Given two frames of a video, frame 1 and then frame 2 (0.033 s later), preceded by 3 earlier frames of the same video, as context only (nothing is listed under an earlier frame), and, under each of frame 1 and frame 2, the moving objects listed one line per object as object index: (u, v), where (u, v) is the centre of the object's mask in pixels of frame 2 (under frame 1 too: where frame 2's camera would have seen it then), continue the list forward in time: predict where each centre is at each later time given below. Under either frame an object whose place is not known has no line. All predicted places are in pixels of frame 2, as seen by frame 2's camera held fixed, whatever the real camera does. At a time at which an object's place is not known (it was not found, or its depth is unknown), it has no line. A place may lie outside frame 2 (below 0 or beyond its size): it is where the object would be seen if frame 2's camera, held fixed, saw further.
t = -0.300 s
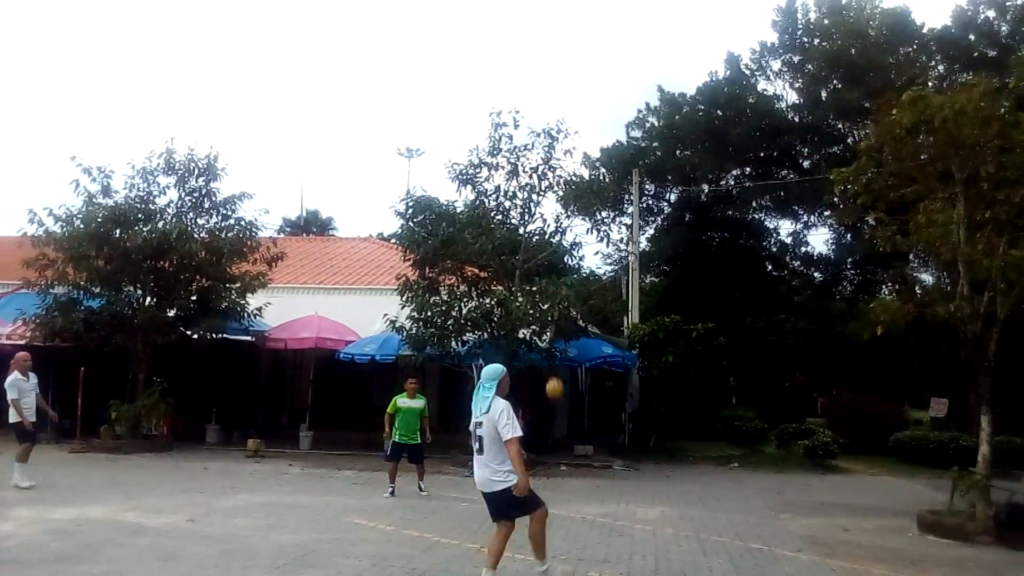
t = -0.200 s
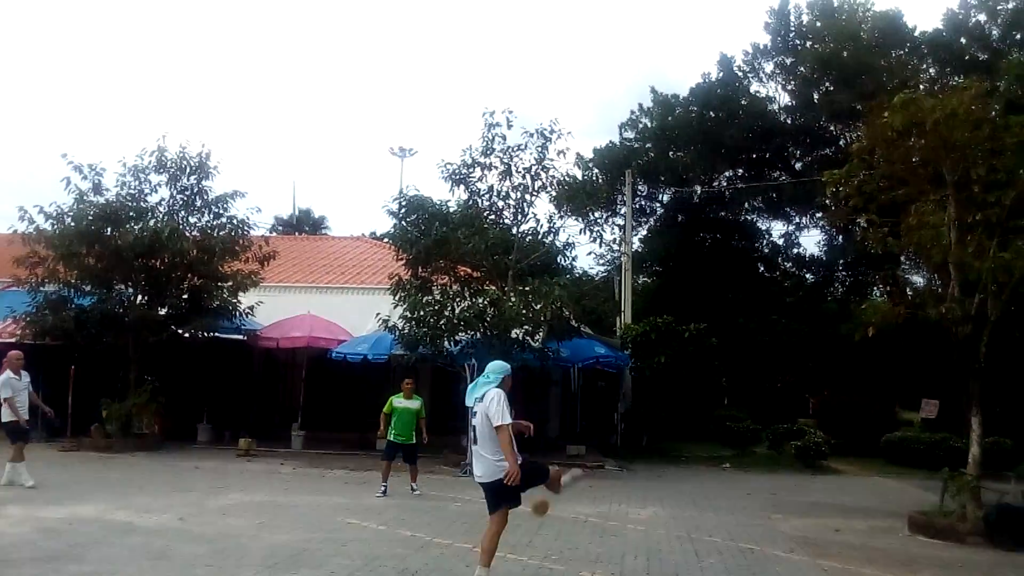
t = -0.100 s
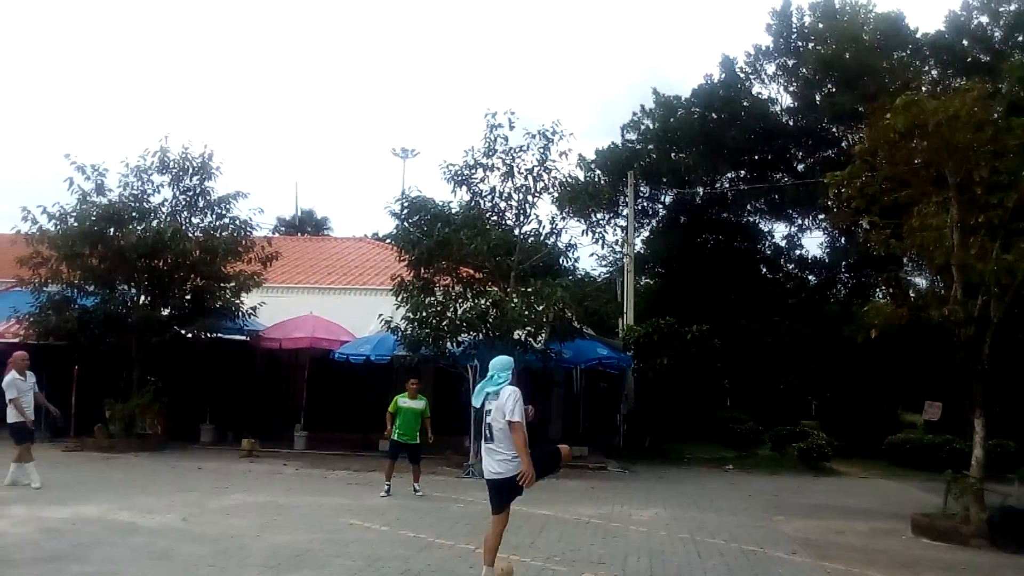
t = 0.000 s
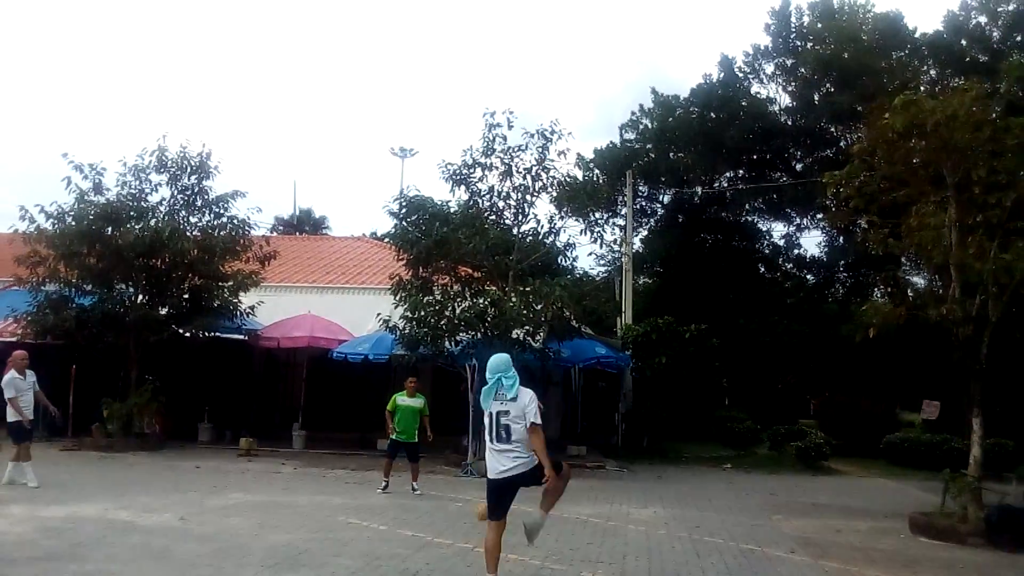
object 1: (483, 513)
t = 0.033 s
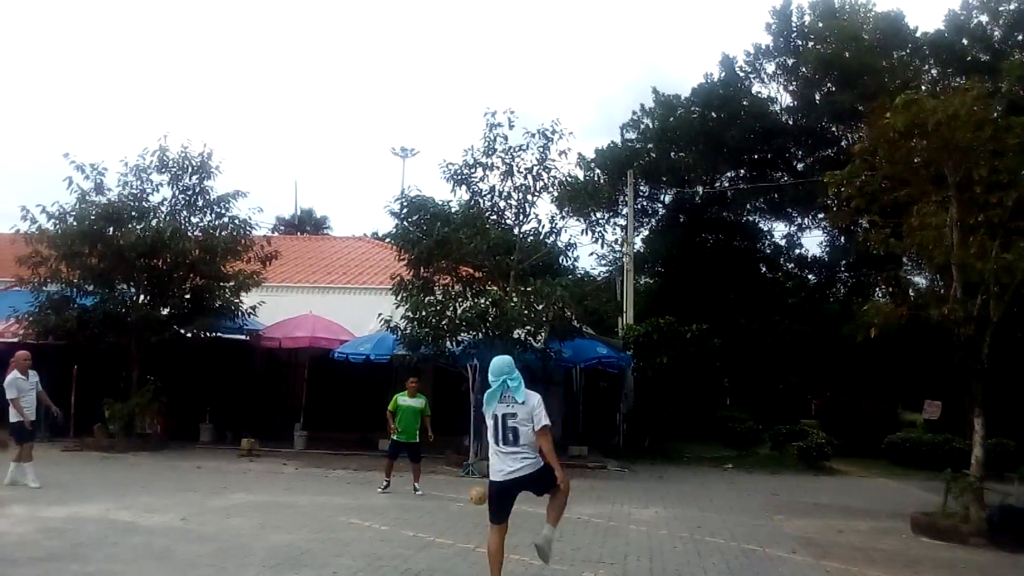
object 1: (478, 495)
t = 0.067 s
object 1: (472, 481)
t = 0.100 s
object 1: (465, 468)
